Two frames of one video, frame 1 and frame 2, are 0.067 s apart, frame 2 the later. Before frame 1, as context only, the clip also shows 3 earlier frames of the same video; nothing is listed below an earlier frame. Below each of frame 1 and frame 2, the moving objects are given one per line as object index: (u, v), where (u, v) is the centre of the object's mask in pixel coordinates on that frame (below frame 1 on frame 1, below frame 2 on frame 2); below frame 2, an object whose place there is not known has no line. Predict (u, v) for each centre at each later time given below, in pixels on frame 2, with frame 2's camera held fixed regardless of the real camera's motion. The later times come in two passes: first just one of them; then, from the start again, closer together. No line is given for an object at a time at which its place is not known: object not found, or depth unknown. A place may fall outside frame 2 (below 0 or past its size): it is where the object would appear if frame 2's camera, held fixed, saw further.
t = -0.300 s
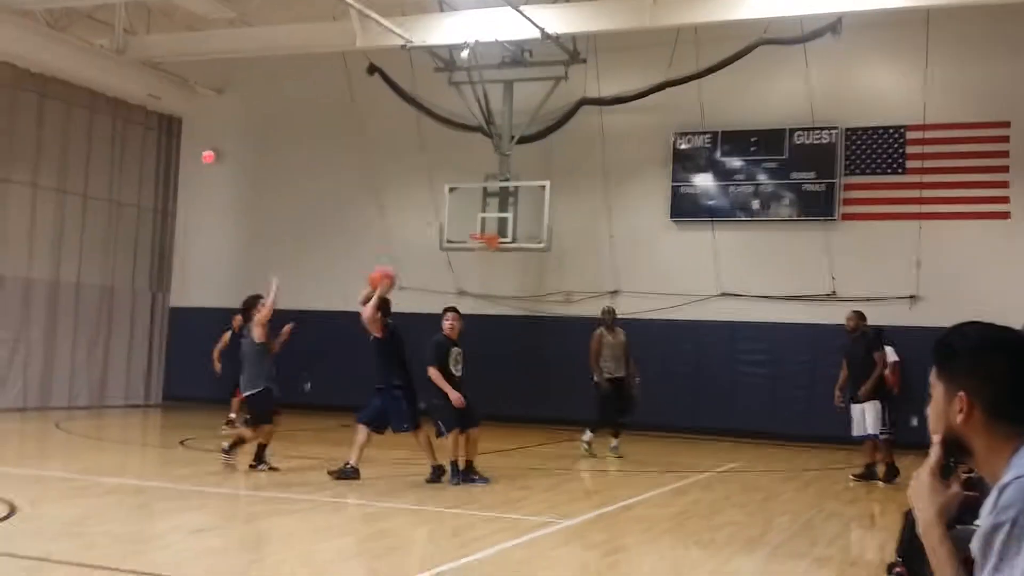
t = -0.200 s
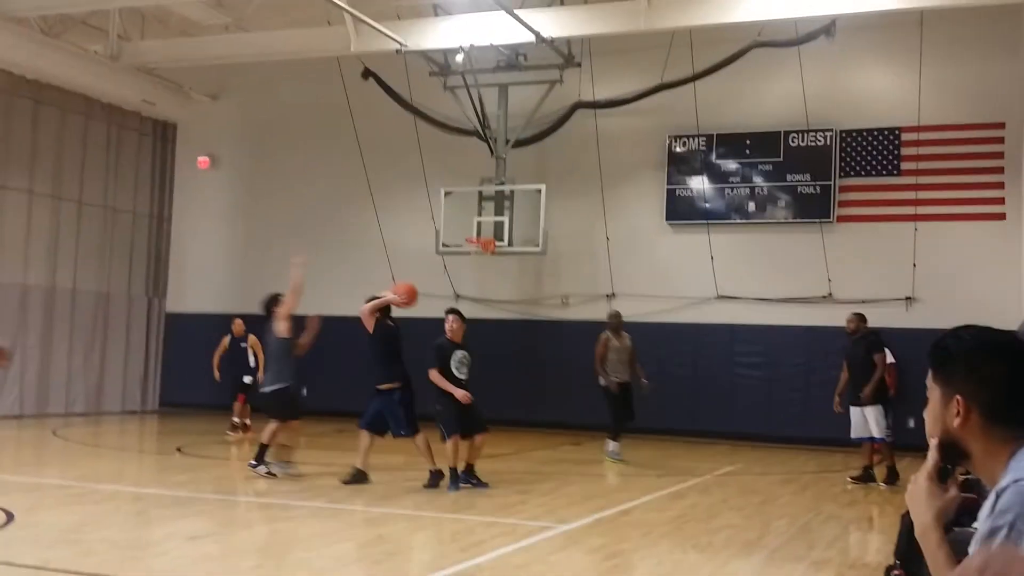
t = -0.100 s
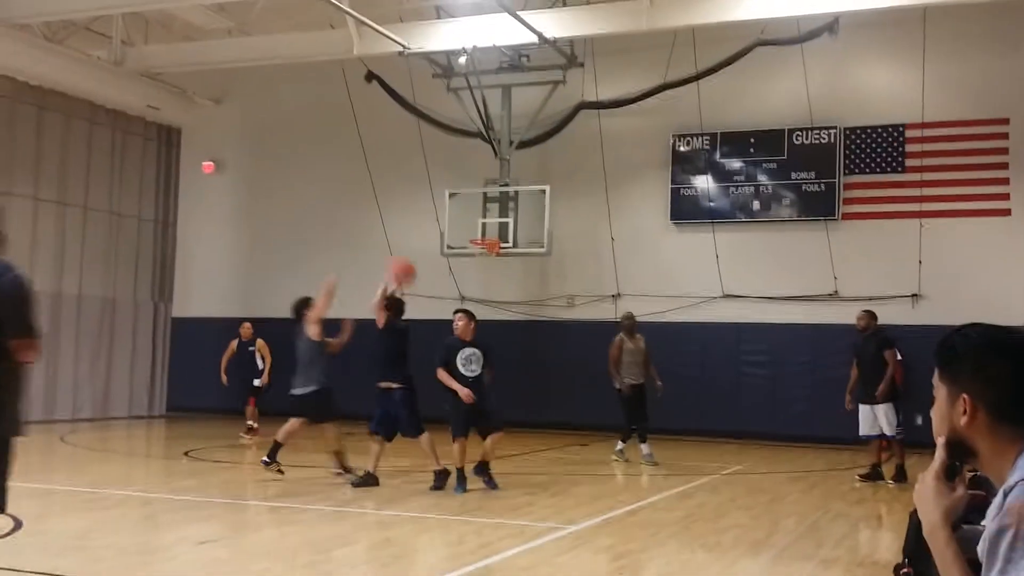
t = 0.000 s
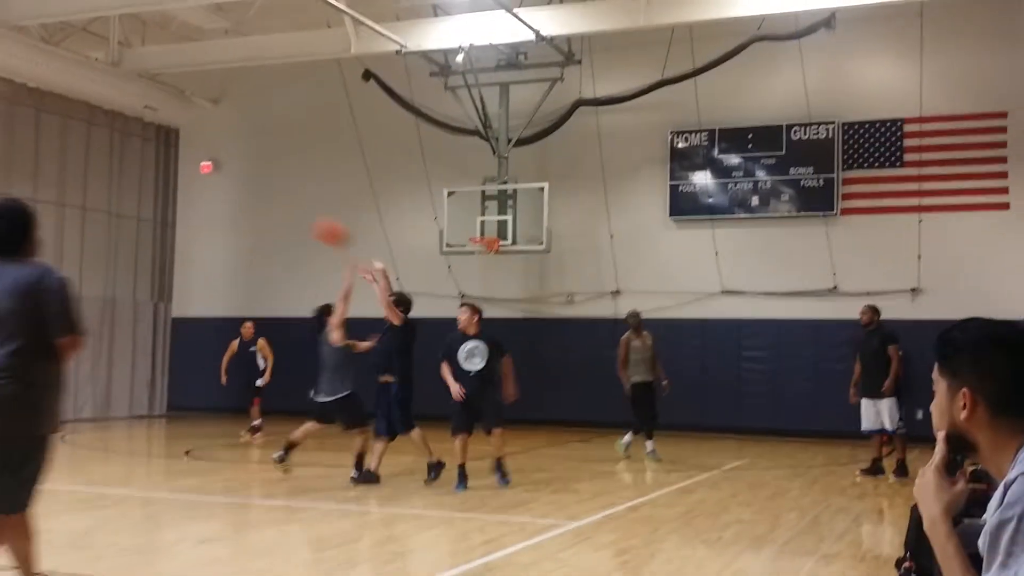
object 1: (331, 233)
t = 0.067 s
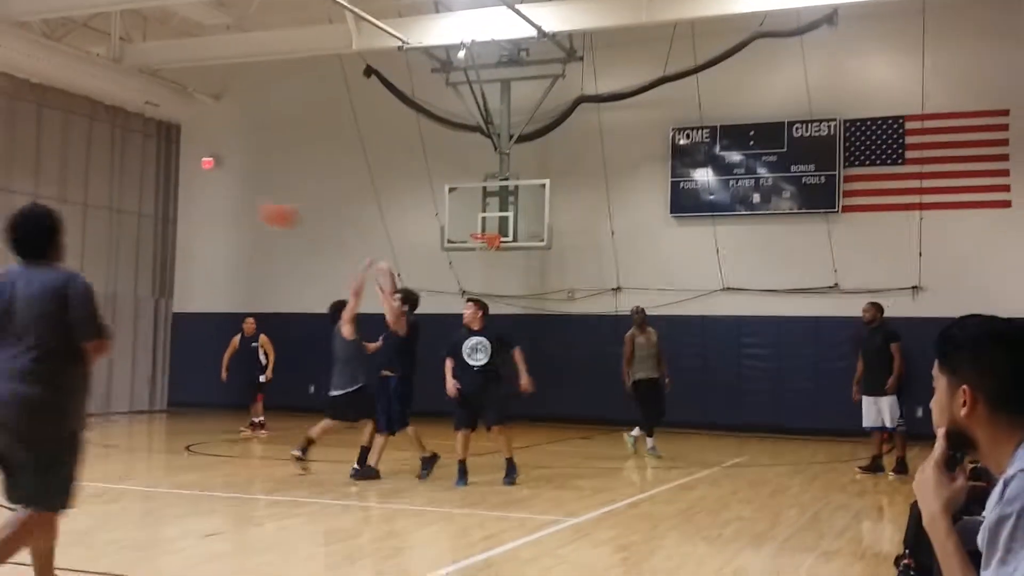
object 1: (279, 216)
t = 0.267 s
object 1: (122, 194)
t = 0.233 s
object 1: (151, 196)
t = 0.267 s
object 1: (122, 194)
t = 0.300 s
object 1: (97, 196)
